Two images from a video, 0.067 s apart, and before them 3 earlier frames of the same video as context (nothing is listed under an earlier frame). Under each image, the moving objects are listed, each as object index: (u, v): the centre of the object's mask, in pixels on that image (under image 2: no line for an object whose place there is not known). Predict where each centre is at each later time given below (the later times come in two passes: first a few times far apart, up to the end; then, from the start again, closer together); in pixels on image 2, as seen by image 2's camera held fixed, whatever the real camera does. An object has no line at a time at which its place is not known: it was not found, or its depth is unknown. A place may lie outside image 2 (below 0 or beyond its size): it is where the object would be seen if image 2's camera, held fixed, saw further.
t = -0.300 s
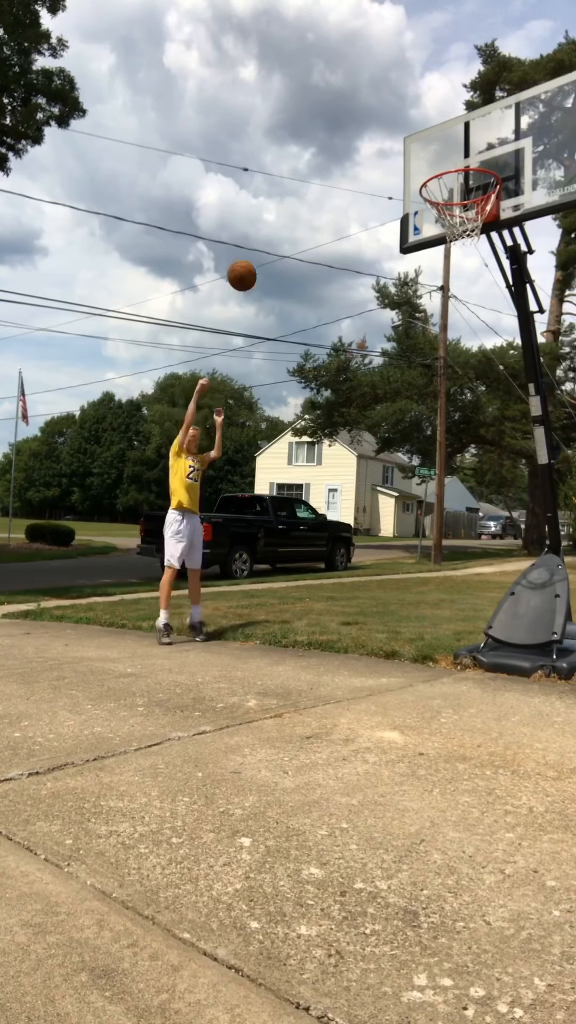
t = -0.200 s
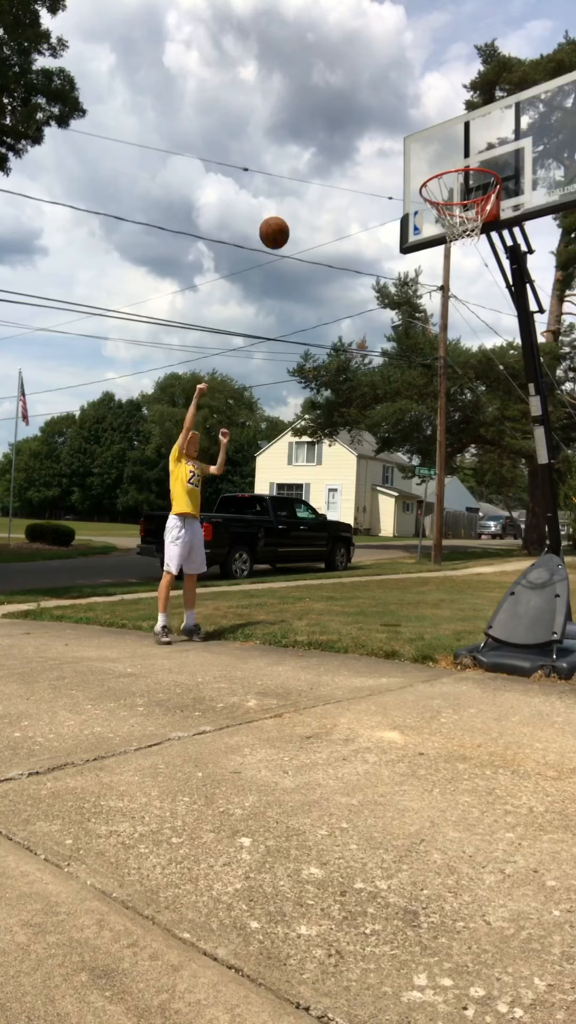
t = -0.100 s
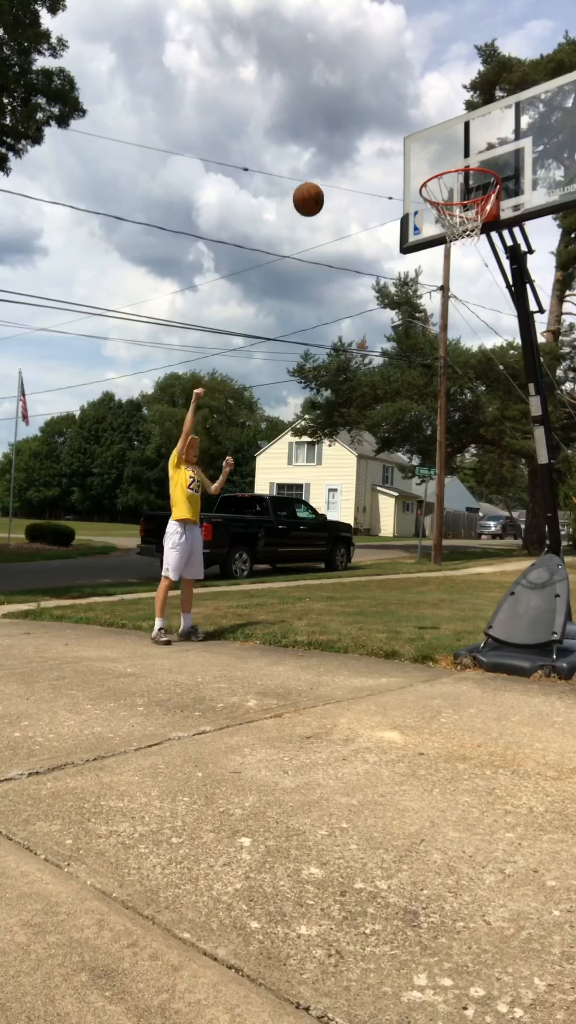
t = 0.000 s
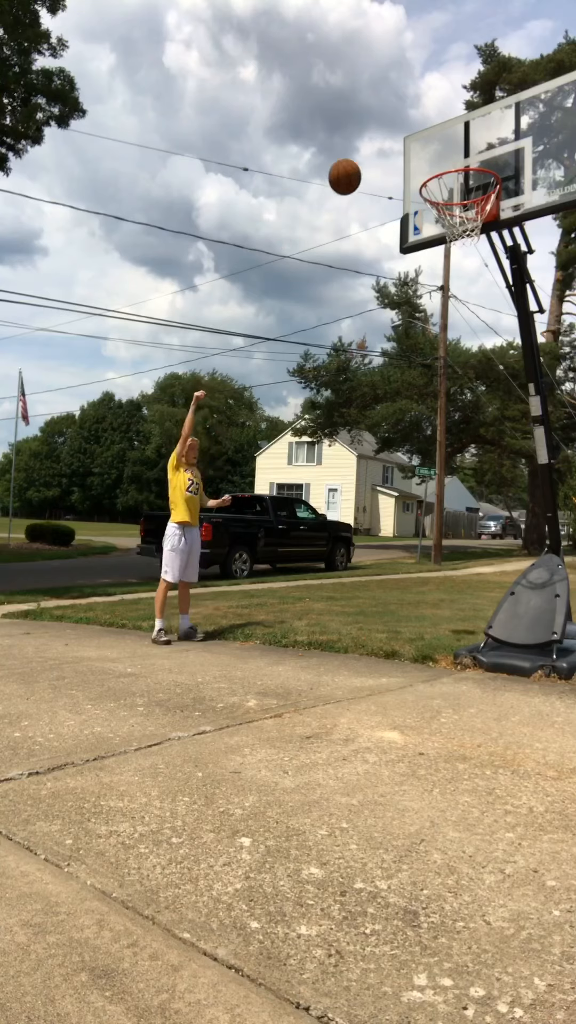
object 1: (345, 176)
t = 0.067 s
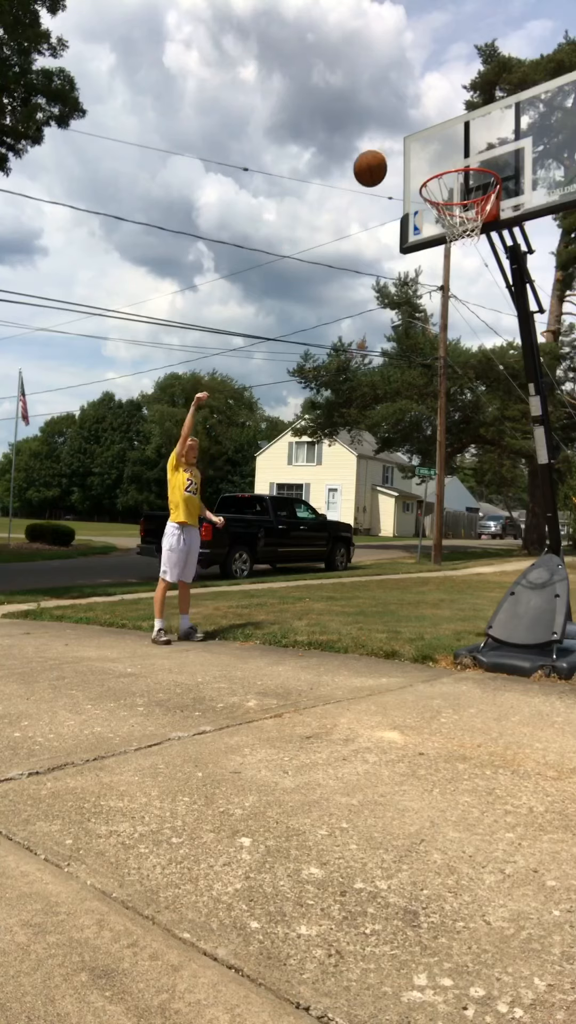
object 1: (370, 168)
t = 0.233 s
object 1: (438, 173)
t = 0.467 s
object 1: (449, 178)
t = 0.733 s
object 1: (475, 182)
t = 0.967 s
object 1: (478, 173)
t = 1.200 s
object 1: (437, 215)
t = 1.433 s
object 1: (465, 225)
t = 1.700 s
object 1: (472, 255)
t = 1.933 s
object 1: (468, 374)
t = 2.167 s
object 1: (462, 597)
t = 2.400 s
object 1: (450, 535)
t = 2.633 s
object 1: (435, 401)
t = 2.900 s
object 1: (414, 370)
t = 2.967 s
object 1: (407, 382)
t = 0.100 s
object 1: (383, 166)
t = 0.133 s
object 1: (397, 165)
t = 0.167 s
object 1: (410, 166)
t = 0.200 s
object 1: (423, 166)
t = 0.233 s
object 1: (438, 173)
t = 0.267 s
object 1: (453, 179)
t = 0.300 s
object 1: (466, 183)
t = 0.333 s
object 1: (475, 182)
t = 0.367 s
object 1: (476, 178)
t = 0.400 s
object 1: (473, 177)
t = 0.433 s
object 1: (460, 176)
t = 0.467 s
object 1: (449, 178)
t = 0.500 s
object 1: (442, 181)
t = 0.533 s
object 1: (442, 184)
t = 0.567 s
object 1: (445, 186)
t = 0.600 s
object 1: (452, 187)
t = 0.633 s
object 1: (459, 187)
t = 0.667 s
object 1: (464, 185)
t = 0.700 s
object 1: (471, 183)
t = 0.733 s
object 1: (475, 182)
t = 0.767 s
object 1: (478, 180)
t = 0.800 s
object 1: (481, 177)
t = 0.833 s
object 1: (482, 175)
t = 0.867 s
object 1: (483, 175)
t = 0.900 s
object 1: (482, 174)
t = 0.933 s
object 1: (481, 173)
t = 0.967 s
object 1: (478, 173)
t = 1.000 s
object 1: (475, 173)
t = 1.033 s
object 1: (468, 177)
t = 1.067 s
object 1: (459, 181)
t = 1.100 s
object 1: (451, 190)
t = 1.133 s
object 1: (446, 199)
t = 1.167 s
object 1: (440, 208)
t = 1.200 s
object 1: (437, 215)
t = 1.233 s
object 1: (439, 217)
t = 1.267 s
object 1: (442, 220)
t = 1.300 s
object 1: (446, 222)
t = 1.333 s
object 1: (452, 224)
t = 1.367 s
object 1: (456, 225)
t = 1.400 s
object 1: (461, 225)
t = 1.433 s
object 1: (465, 225)
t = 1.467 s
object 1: (468, 225)
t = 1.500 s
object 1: (471, 226)
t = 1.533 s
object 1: (472, 226)
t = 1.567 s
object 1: (473, 230)
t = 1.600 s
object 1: (473, 234)
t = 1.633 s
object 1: (472, 239)
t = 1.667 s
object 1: (472, 245)
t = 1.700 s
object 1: (472, 255)
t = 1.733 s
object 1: (472, 266)
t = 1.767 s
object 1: (472, 278)
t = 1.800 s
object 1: (471, 294)
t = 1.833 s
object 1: (471, 311)
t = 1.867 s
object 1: (470, 330)
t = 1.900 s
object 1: (469, 351)
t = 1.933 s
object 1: (468, 374)
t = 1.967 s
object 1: (467, 400)
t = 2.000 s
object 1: (466, 427)
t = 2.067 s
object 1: (464, 488)
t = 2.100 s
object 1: (463, 522)
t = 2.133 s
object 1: (462, 559)
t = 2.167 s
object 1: (462, 597)
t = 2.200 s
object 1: (461, 638)
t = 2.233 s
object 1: (460, 682)
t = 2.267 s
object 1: (458, 655)
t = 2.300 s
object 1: (456, 622)
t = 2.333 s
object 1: (454, 591)
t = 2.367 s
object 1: (452, 562)
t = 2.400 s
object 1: (450, 535)
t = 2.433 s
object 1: (448, 510)
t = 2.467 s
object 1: (446, 487)
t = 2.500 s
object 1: (444, 466)
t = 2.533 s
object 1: (442, 446)
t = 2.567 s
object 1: (440, 430)
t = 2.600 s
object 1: (438, 415)
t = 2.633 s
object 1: (435, 401)
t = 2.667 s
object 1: (433, 391)
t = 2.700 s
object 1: (430, 381)
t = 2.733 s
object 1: (428, 375)
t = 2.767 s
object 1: (425, 370)
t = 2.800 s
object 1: (422, 367)
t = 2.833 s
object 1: (419, 366)
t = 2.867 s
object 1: (417, 367)
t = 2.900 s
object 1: (414, 370)
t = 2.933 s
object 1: (410, 375)
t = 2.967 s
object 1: (407, 382)
